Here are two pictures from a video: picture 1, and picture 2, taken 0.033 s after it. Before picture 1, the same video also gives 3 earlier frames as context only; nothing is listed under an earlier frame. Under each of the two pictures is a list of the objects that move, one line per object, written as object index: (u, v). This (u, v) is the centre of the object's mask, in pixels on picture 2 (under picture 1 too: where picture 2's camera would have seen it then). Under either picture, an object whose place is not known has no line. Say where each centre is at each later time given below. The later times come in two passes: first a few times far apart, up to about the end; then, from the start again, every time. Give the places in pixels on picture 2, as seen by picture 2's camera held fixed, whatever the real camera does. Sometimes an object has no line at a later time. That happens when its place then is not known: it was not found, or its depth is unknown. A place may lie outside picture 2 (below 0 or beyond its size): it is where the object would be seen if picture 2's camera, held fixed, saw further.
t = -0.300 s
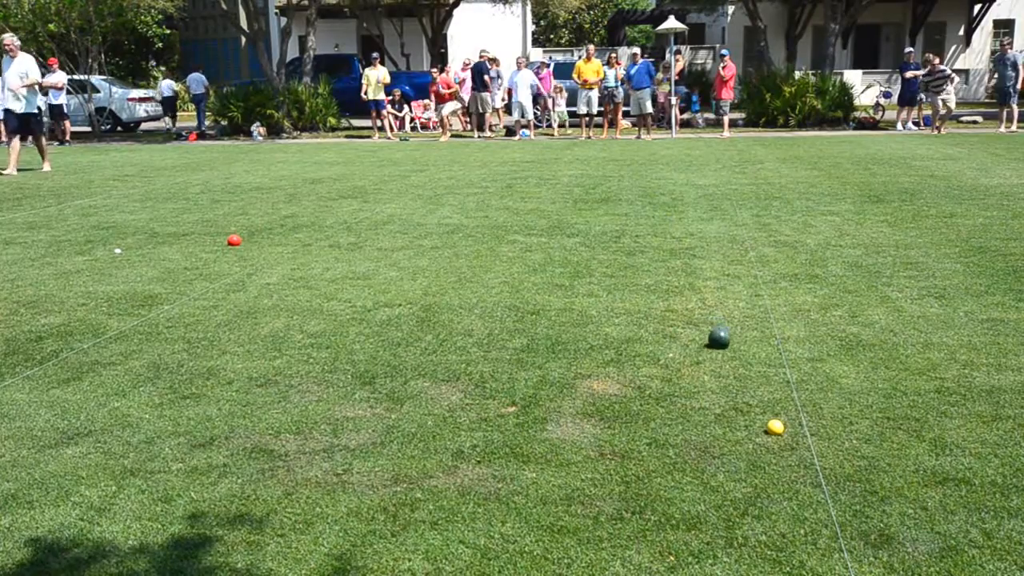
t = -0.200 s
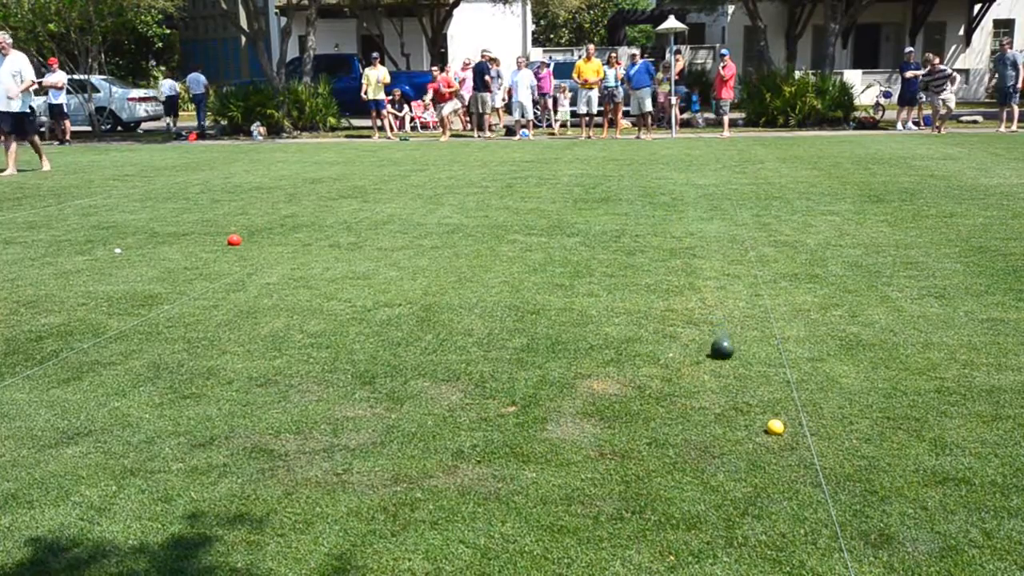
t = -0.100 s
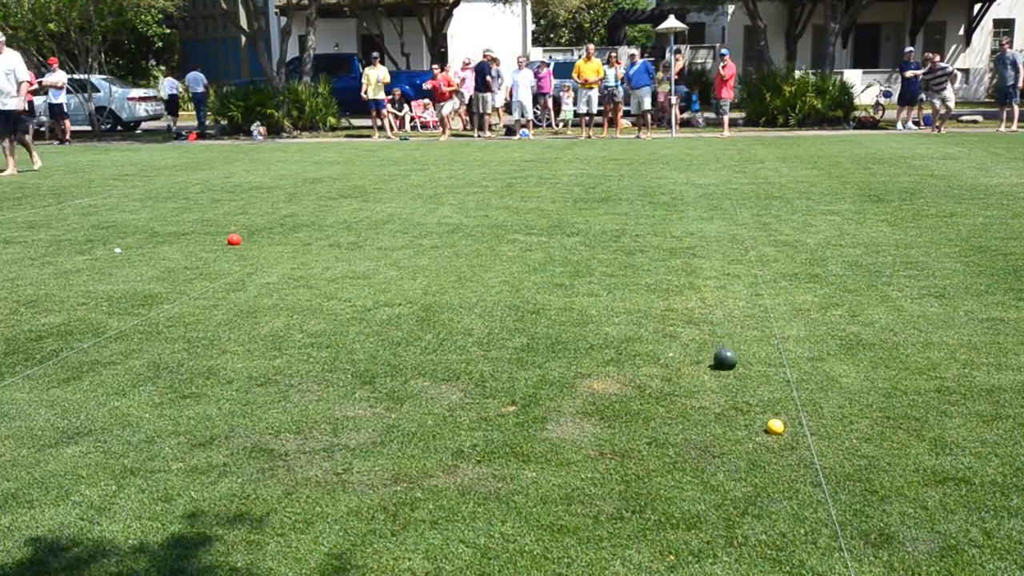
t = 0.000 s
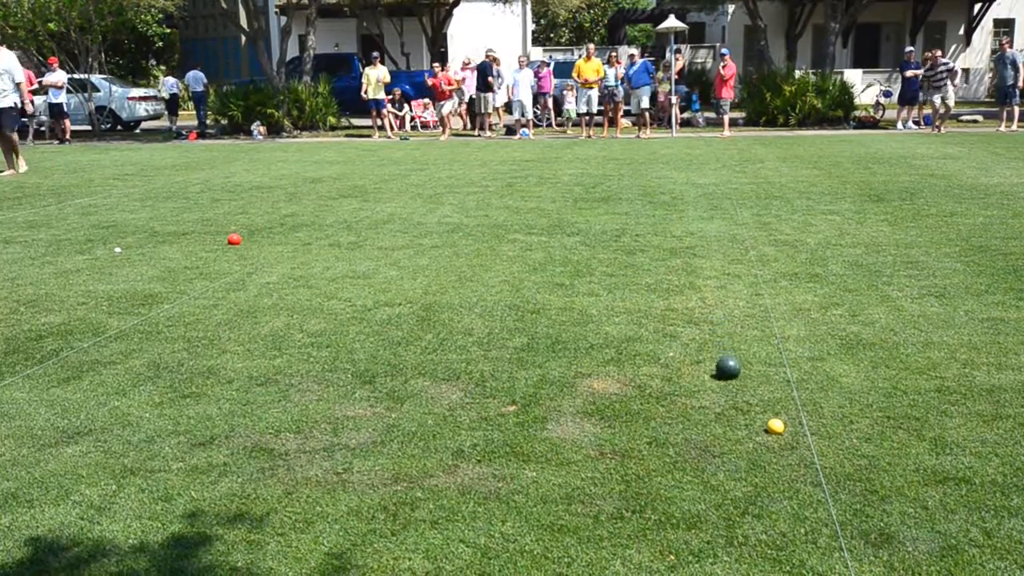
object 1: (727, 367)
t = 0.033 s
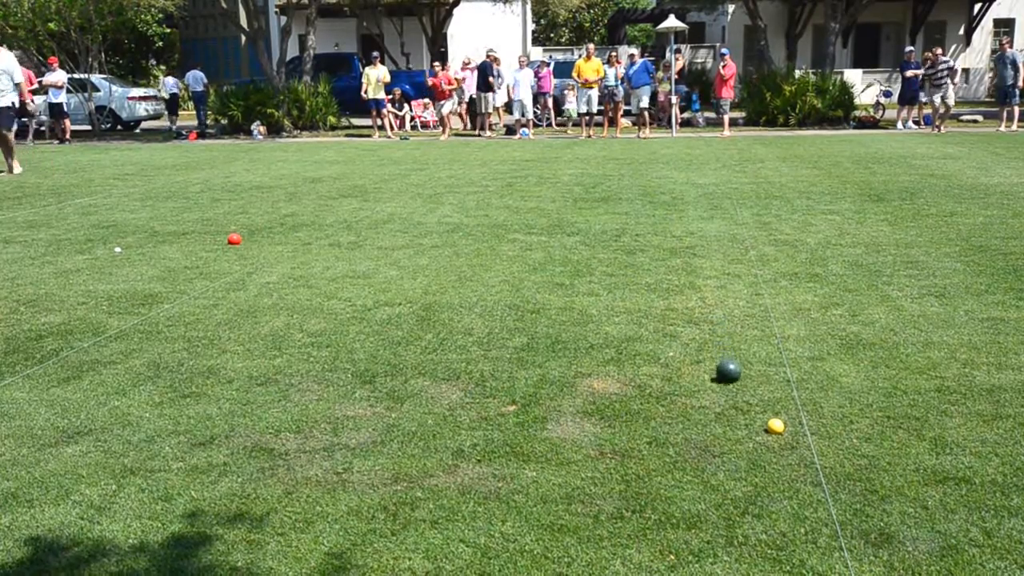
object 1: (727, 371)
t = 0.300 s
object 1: (729, 398)
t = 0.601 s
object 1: (730, 424)
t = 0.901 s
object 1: (727, 448)
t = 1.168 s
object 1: (723, 459)
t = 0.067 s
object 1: (728, 375)
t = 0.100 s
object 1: (728, 378)
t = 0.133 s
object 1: (728, 382)
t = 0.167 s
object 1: (728, 385)
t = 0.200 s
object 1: (729, 388)
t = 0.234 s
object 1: (729, 391)
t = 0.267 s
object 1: (729, 394)
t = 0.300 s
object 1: (729, 398)
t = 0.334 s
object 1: (729, 401)
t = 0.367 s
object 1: (729, 404)
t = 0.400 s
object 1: (729, 408)
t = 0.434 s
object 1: (729, 411)
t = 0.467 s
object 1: (729, 414)
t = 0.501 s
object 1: (730, 415)
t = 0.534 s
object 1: (730, 419)
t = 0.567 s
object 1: (730, 421)
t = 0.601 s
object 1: (730, 424)
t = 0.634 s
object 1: (730, 428)
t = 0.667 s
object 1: (730, 431)
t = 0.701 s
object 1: (730, 433)
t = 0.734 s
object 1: (730, 435)
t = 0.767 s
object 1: (729, 437)
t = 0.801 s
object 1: (728, 441)
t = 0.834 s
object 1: (728, 443)
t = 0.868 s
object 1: (727, 446)
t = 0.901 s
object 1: (727, 448)
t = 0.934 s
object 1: (727, 449)
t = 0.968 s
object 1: (726, 451)
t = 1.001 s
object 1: (726, 452)
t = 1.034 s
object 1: (725, 453)
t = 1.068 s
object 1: (724, 456)
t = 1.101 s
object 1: (724, 457)
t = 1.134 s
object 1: (723, 458)
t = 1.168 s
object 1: (723, 459)
